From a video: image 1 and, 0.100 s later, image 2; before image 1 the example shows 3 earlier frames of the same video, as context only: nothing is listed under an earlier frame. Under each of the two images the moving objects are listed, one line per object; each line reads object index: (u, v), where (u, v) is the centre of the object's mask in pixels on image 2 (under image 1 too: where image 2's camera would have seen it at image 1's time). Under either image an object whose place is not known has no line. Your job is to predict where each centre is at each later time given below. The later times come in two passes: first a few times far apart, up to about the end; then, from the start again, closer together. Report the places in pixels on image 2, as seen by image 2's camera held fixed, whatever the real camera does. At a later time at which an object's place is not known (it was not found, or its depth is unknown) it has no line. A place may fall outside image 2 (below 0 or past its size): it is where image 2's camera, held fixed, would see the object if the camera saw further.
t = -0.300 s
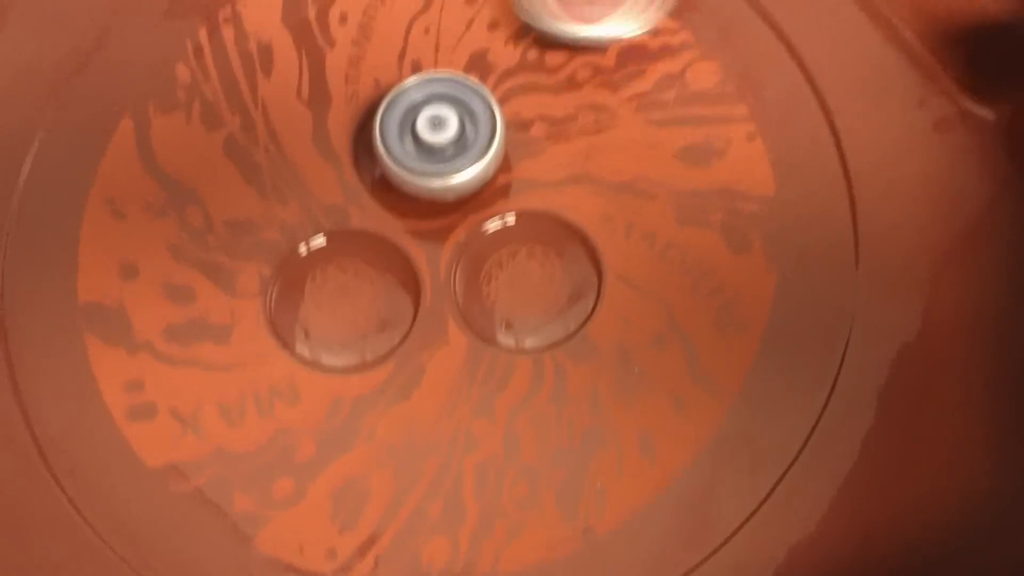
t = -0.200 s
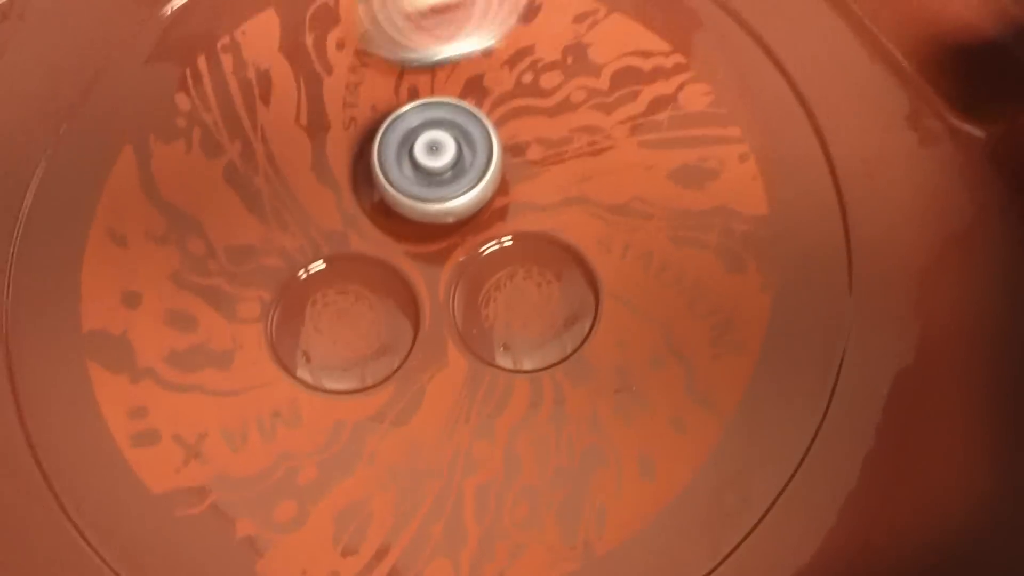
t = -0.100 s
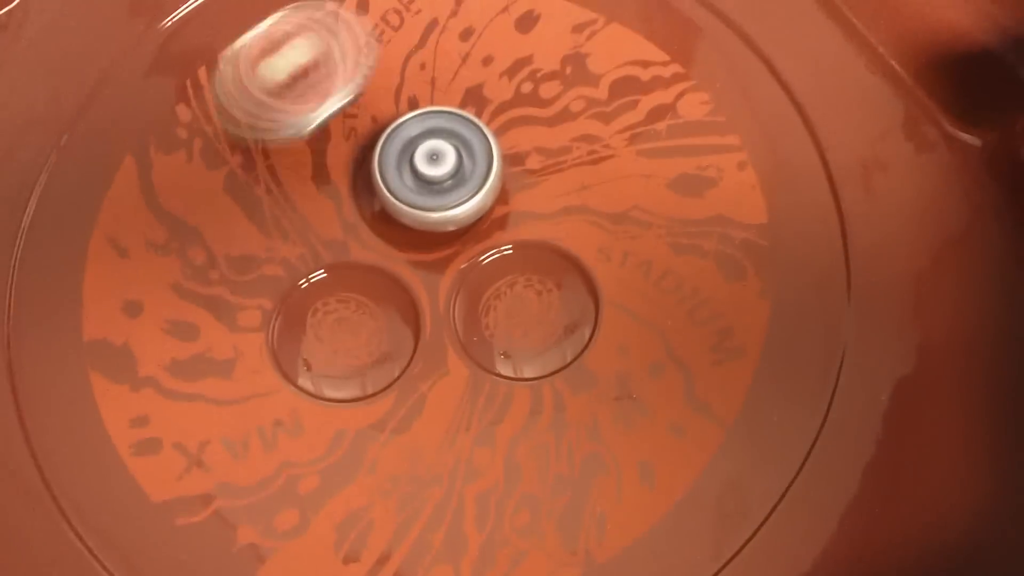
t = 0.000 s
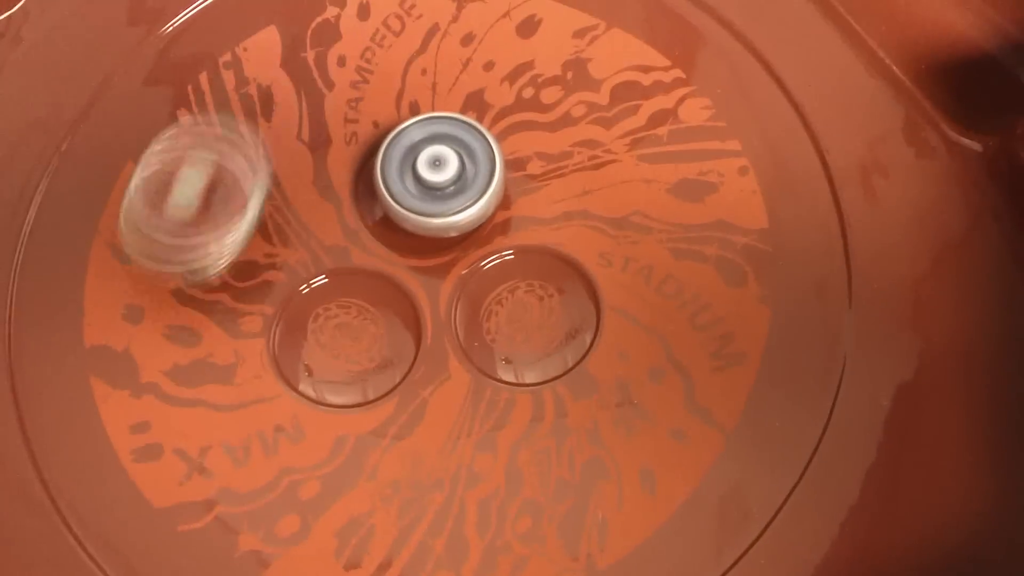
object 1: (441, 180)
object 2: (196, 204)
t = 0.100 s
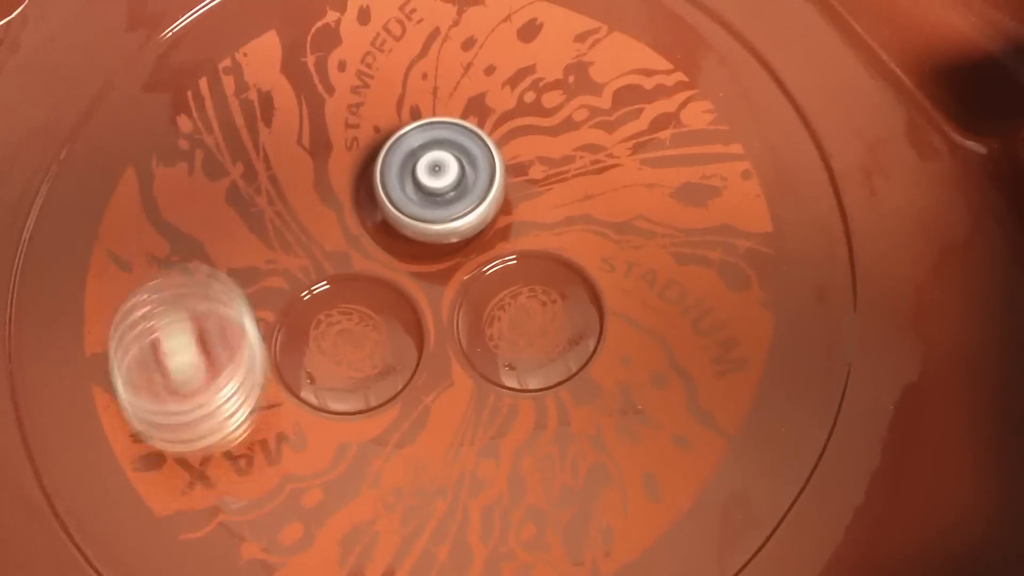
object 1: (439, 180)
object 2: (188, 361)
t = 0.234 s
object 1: (439, 180)
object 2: (344, 498)
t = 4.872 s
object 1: (362, 318)
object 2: (636, 243)
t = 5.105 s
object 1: (352, 298)
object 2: (633, 203)
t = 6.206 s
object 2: (697, 143)
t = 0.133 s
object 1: (438, 180)
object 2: (209, 408)
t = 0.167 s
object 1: (438, 180)
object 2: (246, 448)
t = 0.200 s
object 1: (438, 180)
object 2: (292, 479)
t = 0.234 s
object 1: (439, 180)
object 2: (344, 498)
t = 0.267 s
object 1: (440, 179)
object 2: (401, 506)
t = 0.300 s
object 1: (440, 180)
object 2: (457, 509)
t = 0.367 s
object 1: (441, 180)
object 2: (571, 488)
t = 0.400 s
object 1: (441, 181)
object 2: (622, 463)
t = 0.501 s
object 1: (439, 181)
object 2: (724, 345)
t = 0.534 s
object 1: (439, 180)
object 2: (731, 301)
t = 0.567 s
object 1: (439, 180)
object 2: (727, 253)
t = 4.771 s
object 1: (363, 331)
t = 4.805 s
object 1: (363, 328)
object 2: (604, 226)
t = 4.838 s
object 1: (363, 324)
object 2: (621, 237)
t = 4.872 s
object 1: (362, 318)
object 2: (636, 243)
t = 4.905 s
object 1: (361, 313)
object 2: (648, 245)
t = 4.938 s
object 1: (360, 308)
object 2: (656, 243)
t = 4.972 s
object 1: (358, 304)
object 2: (661, 238)
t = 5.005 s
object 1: (357, 301)
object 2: (663, 229)
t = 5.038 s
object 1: (356, 300)
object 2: (661, 219)
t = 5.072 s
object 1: (354, 298)
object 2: (651, 210)
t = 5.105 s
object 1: (352, 298)
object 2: (633, 203)
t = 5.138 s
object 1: (350, 298)
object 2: (608, 203)
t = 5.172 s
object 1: (348, 298)
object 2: (581, 209)
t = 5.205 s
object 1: (347, 298)
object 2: (553, 223)
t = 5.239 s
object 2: (530, 242)
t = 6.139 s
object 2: (728, 180)
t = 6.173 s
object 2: (715, 163)
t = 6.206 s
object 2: (697, 143)
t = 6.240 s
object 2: (673, 123)
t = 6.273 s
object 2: (644, 106)
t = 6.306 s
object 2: (610, 95)
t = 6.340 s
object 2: (576, 88)
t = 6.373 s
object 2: (539, 87)
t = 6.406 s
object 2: (501, 90)
